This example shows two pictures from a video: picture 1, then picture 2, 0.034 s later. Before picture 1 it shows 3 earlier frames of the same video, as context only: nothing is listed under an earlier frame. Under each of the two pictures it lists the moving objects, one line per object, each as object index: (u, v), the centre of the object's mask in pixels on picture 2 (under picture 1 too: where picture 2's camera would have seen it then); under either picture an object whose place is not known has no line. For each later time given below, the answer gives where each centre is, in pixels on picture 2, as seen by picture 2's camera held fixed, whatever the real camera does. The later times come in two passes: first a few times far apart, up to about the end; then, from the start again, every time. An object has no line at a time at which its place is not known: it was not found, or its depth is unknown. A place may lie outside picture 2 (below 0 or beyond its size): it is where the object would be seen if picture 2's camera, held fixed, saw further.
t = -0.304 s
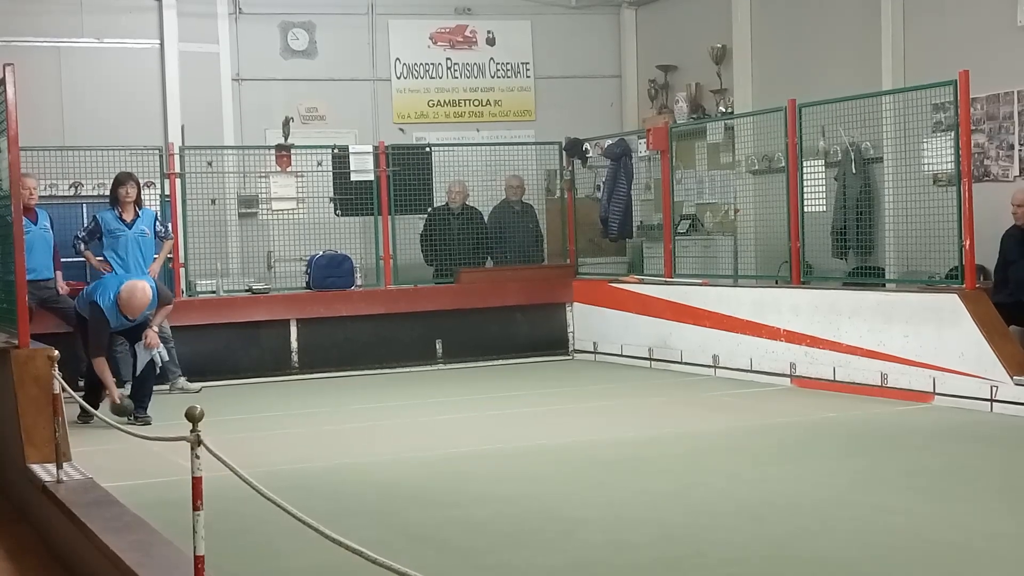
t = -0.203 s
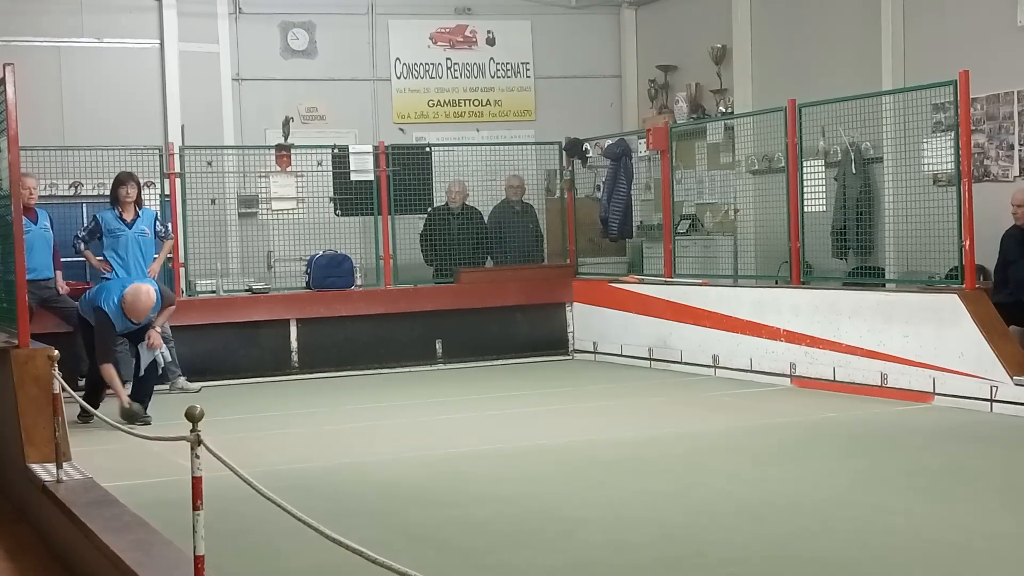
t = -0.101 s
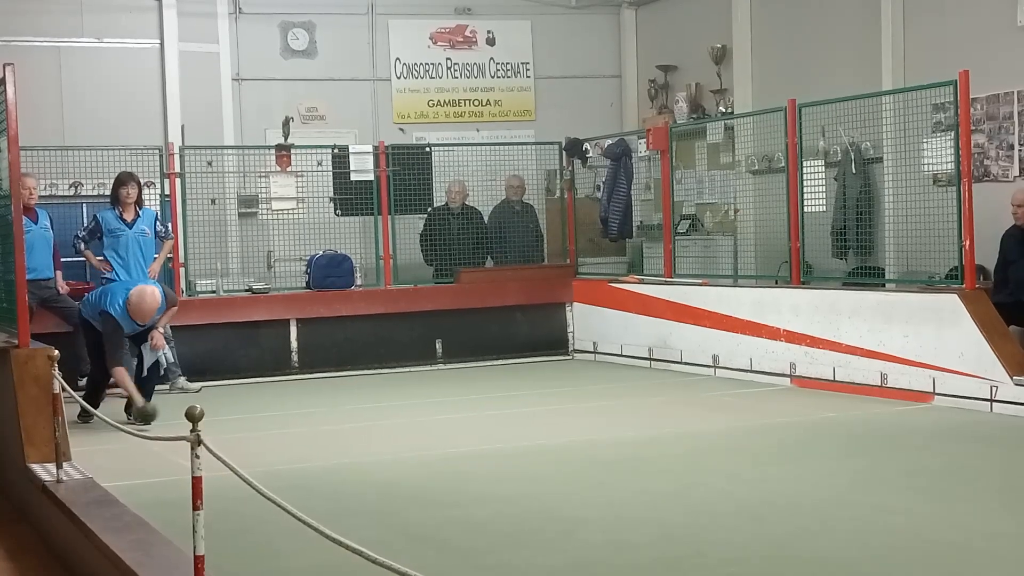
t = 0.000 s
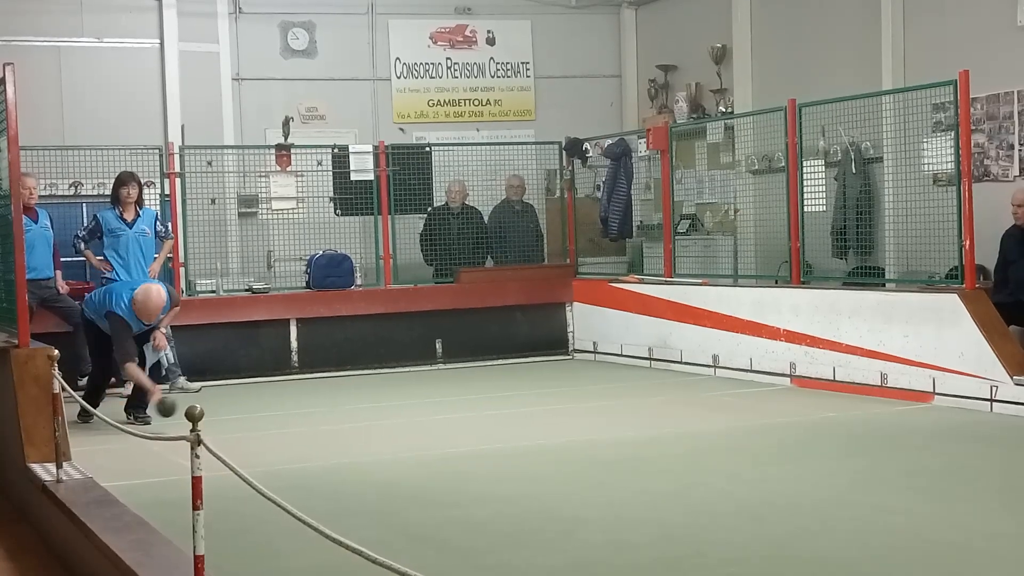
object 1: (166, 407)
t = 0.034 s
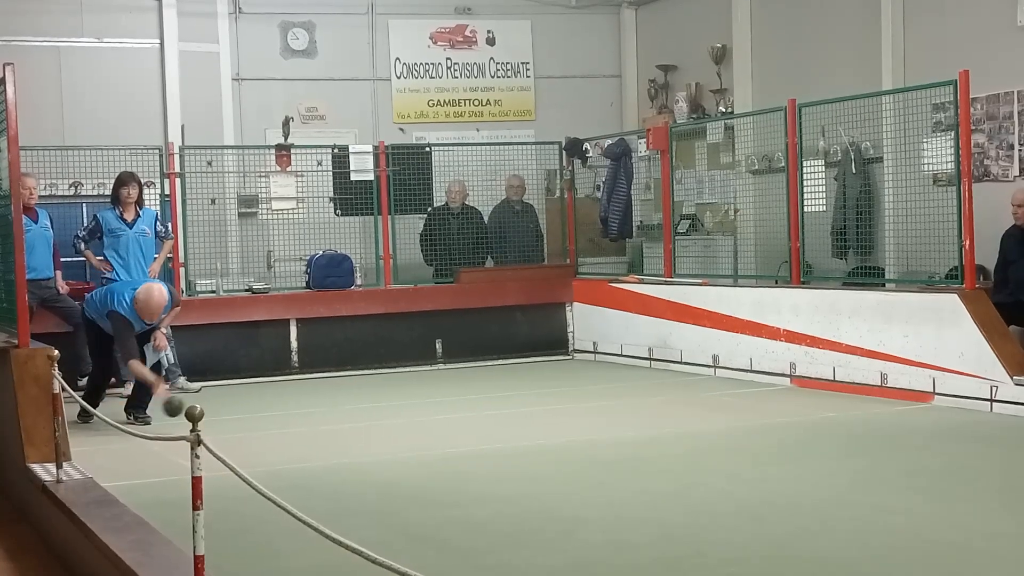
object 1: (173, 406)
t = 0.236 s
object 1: (217, 431)
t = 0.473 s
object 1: (265, 438)
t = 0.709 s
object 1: (318, 446)
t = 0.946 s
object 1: (375, 453)
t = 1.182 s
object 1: (435, 461)
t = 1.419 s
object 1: (503, 470)
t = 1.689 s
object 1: (586, 482)
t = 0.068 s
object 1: (180, 409)
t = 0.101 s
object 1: (188, 413)
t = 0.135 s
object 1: (200, 422)
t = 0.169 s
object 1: (207, 426)
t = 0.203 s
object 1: (212, 432)
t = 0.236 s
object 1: (217, 431)
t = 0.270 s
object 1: (224, 429)
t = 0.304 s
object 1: (230, 429)
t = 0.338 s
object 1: (237, 433)
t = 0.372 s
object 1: (244, 436)
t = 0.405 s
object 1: (250, 436)
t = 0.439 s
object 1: (258, 439)
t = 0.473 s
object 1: (265, 438)
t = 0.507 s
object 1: (273, 439)
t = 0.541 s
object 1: (280, 441)
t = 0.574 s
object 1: (287, 441)
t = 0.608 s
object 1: (295, 442)
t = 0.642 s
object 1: (303, 443)
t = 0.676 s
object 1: (310, 445)
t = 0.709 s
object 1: (318, 446)
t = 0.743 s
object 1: (325, 446)
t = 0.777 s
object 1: (333, 448)
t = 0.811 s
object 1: (341, 448)
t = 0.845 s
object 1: (349, 450)
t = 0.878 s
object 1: (358, 451)
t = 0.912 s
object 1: (366, 452)
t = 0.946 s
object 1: (375, 453)
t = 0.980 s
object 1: (384, 454)
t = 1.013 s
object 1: (392, 455)
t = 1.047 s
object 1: (401, 456)
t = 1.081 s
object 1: (410, 457)
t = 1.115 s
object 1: (419, 458)
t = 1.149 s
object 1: (428, 460)
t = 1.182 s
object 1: (435, 461)
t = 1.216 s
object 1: (446, 462)
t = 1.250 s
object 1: (455, 463)
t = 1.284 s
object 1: (464, 464)
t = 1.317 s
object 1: (474, 466)
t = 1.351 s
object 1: (483, 467)
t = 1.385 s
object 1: (493, 469)
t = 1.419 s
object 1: (503, 470)
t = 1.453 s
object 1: (512, 471)
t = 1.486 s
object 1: (522, 473)
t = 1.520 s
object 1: (533, 475)
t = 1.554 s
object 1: (543, 477)
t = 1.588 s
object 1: (553, 477)
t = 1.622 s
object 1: (564, 479)
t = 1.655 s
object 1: (575, 481)
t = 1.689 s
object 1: (586, 482)
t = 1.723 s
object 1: (597, 484)
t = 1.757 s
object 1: (609, 486)
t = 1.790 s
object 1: (621, 488)
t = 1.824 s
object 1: (629, 491)
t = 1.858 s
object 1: (640, 490)
